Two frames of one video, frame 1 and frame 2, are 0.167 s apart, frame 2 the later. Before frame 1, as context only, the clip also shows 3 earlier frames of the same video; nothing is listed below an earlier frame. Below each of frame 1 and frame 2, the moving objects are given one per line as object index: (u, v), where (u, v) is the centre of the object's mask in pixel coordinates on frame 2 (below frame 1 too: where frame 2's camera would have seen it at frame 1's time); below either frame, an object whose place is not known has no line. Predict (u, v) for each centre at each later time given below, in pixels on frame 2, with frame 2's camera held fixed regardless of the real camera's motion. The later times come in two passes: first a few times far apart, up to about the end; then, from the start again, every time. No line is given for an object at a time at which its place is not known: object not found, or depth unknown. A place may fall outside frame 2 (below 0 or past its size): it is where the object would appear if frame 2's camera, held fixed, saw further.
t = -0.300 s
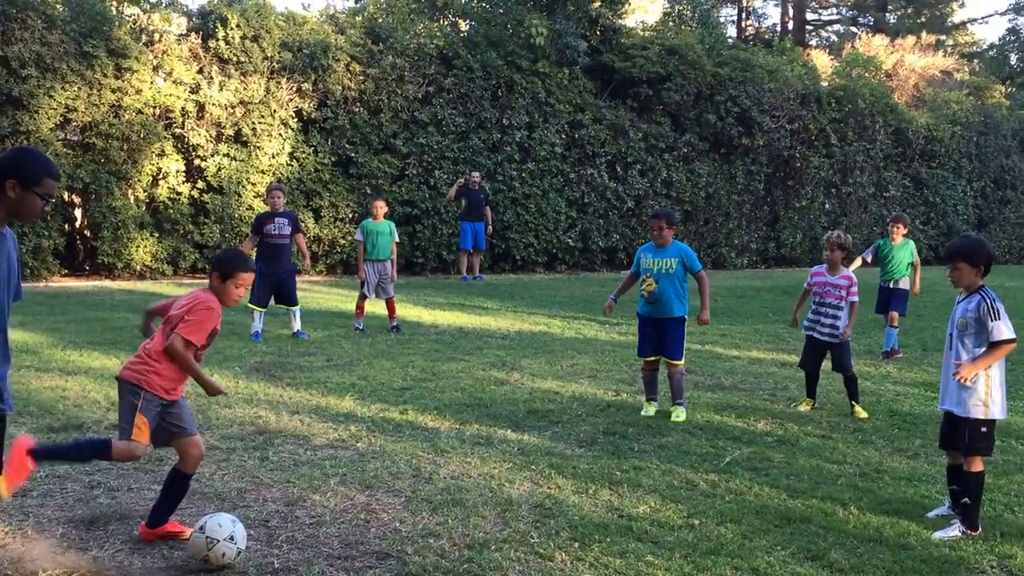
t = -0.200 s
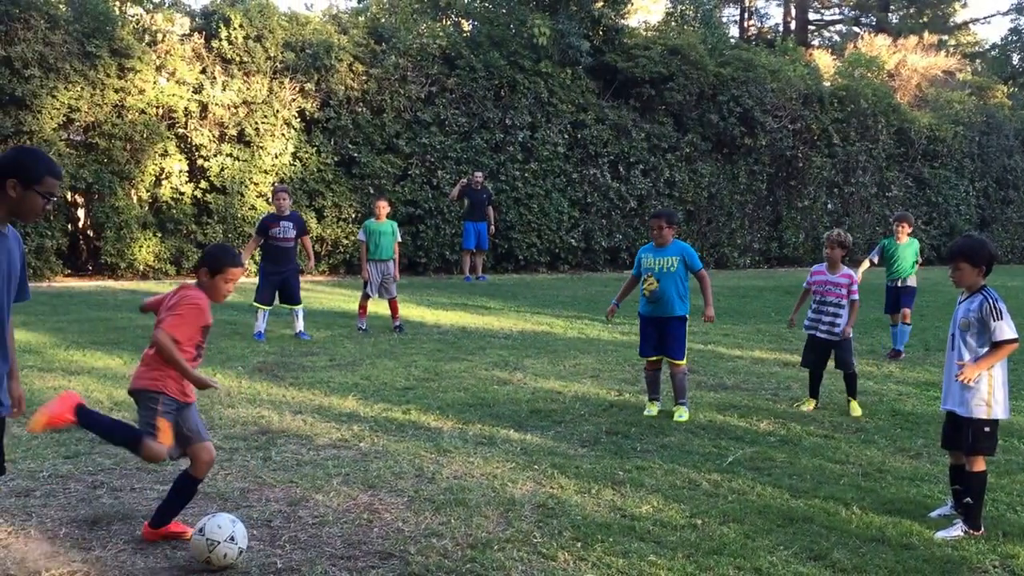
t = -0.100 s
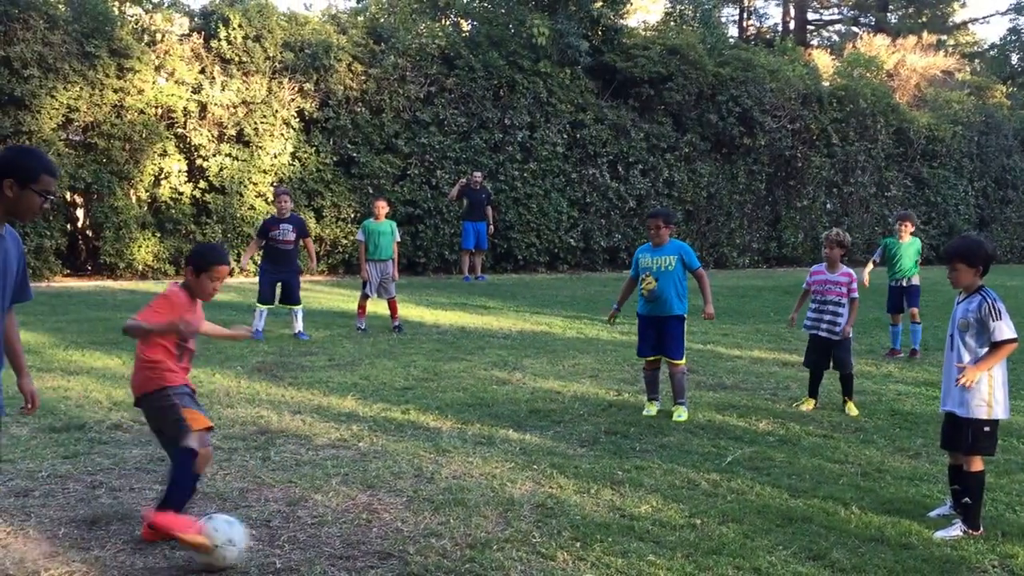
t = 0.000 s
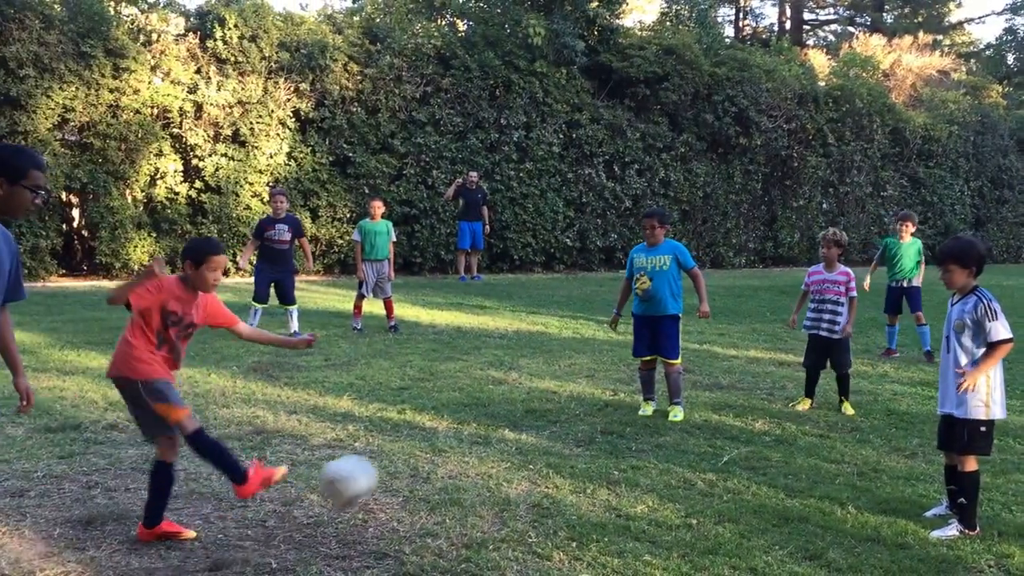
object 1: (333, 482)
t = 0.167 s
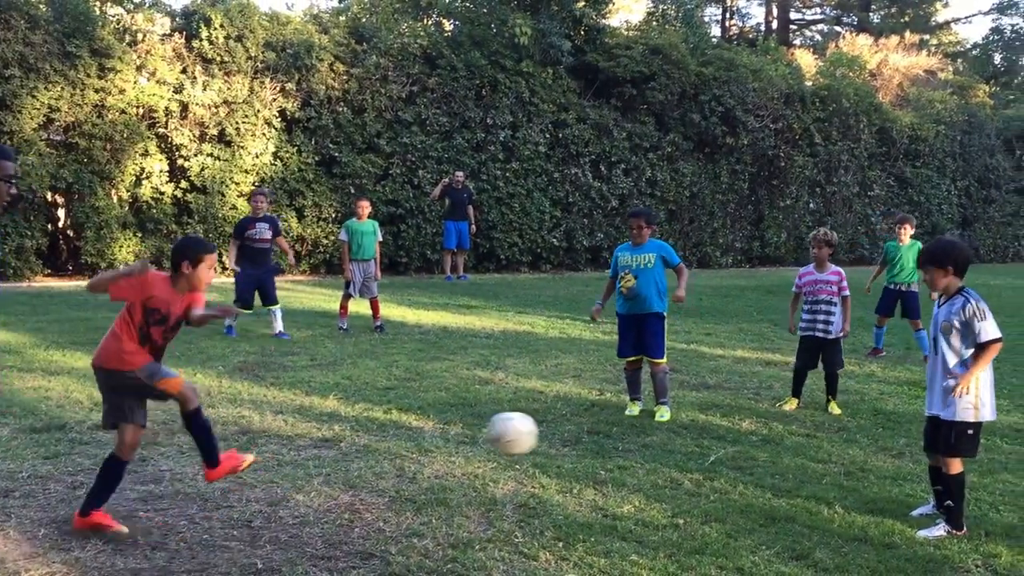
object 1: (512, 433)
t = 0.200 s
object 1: (542, 432)
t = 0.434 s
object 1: (697, 417)
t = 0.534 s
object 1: (746, 414)
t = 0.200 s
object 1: (542, 432)
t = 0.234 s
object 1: (569, 432)
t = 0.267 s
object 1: (597, 433)
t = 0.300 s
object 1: (621, 438)
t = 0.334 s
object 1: (645, 437)
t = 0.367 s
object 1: (662, 431)
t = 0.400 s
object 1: (680, 424)
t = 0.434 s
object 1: (697, 417)
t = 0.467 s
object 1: (713, 412)
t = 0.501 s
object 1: (730, 412)
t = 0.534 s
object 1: (746, 414)
